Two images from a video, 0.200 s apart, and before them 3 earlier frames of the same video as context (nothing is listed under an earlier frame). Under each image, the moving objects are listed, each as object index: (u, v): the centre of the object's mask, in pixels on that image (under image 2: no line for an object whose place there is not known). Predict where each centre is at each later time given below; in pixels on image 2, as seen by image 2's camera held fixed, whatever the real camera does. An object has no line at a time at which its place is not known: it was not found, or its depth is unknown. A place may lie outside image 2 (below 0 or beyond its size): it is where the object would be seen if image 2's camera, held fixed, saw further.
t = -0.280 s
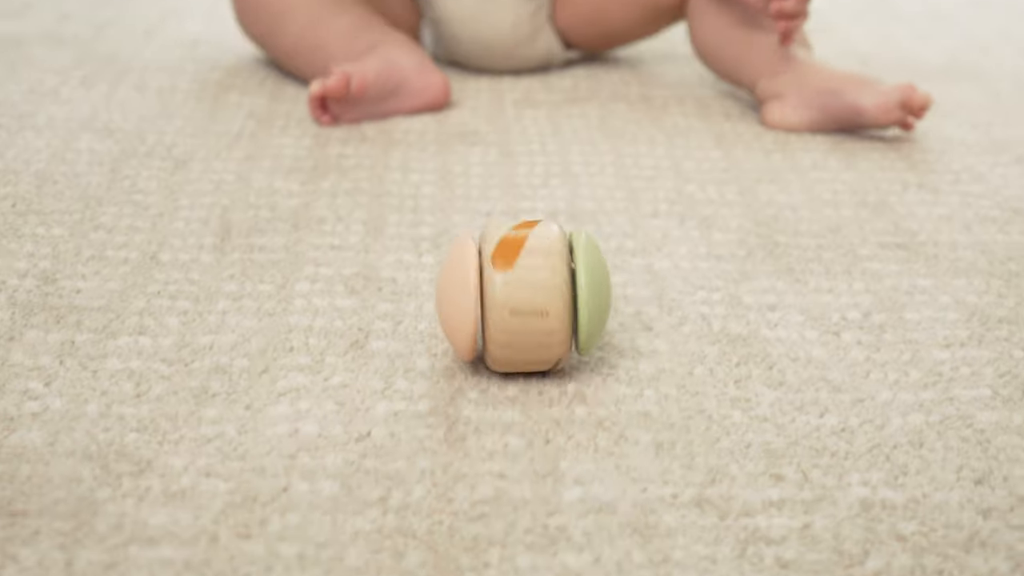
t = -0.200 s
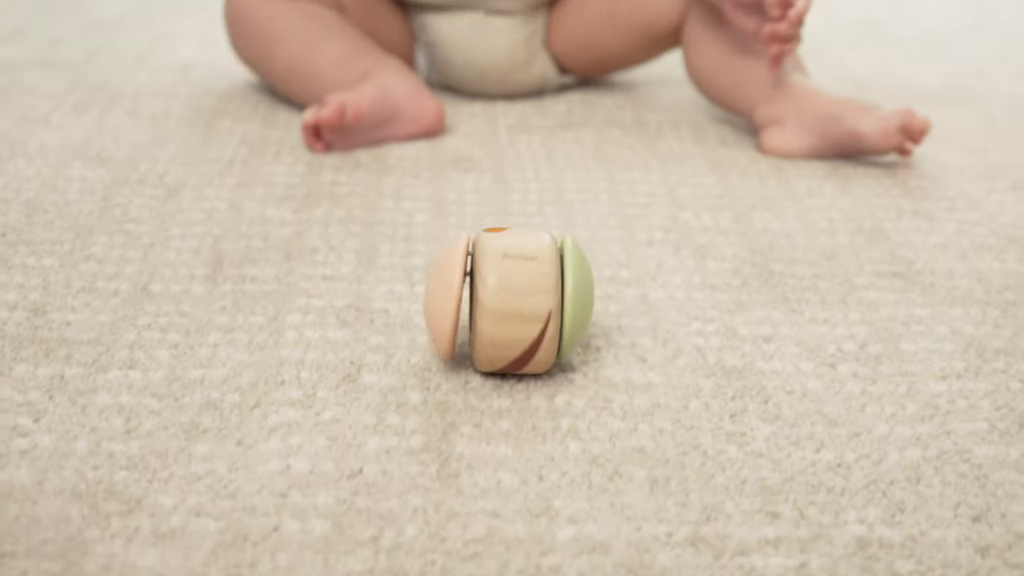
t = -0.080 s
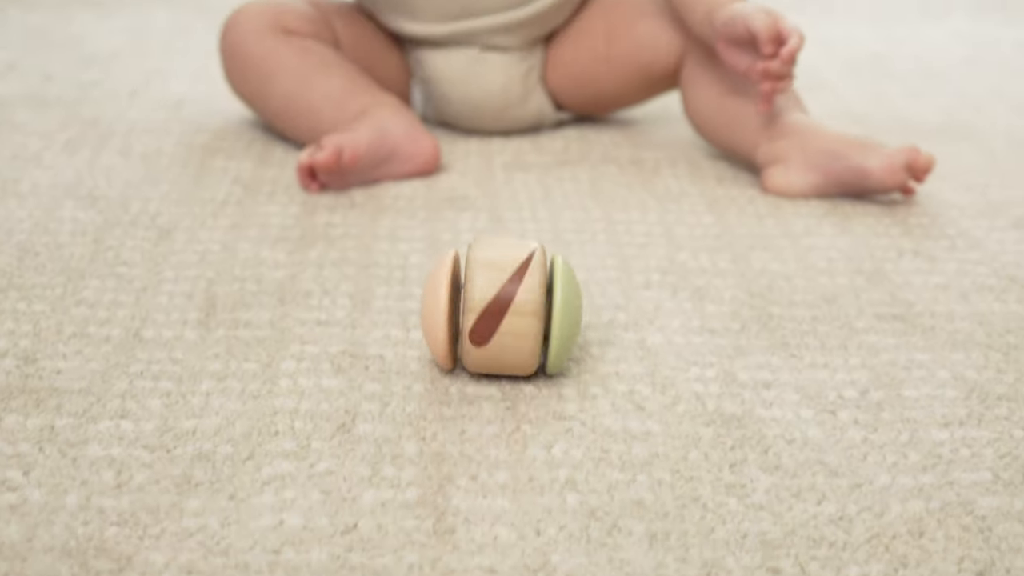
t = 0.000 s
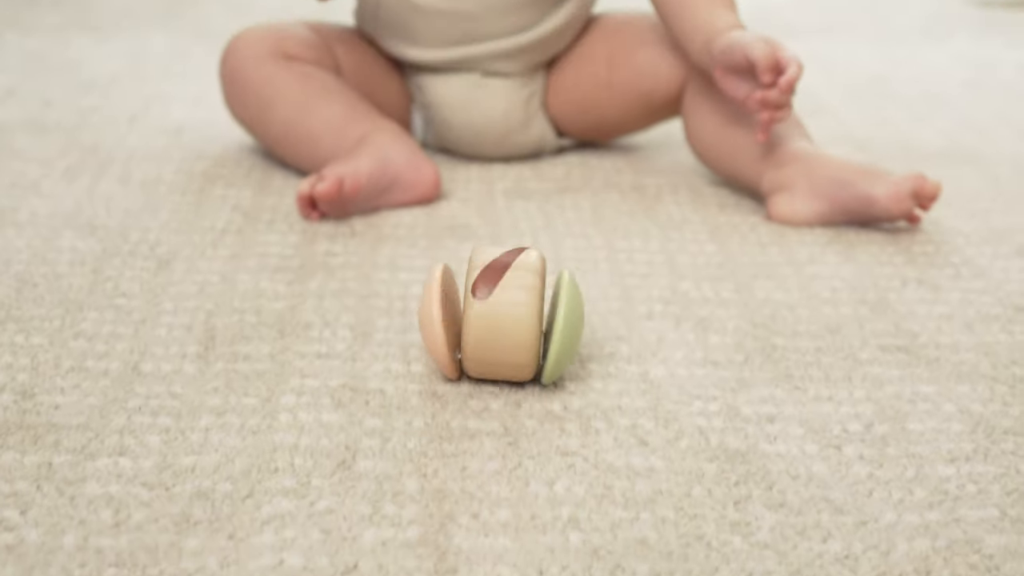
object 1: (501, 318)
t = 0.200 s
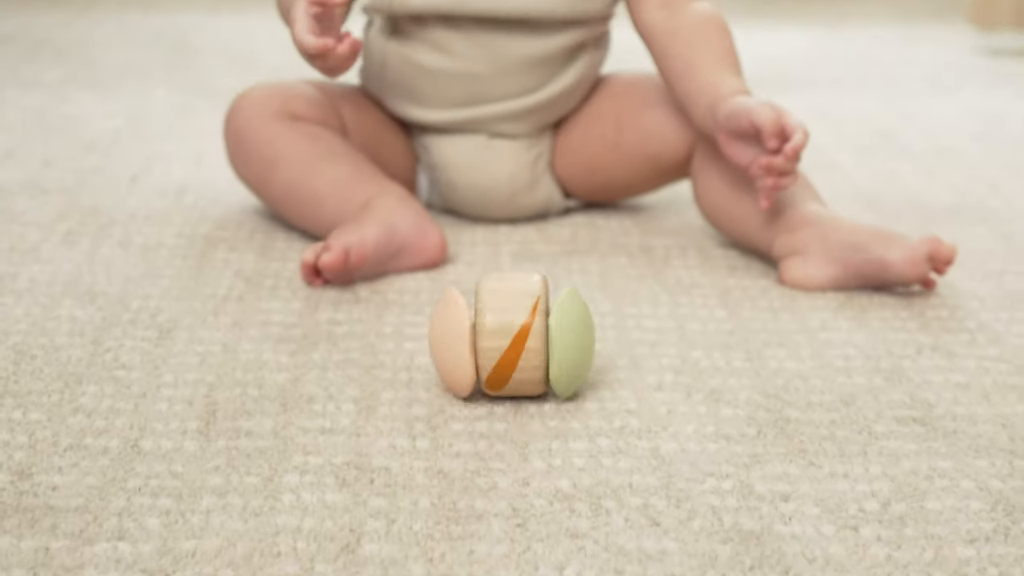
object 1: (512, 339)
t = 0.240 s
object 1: (513, 329)
